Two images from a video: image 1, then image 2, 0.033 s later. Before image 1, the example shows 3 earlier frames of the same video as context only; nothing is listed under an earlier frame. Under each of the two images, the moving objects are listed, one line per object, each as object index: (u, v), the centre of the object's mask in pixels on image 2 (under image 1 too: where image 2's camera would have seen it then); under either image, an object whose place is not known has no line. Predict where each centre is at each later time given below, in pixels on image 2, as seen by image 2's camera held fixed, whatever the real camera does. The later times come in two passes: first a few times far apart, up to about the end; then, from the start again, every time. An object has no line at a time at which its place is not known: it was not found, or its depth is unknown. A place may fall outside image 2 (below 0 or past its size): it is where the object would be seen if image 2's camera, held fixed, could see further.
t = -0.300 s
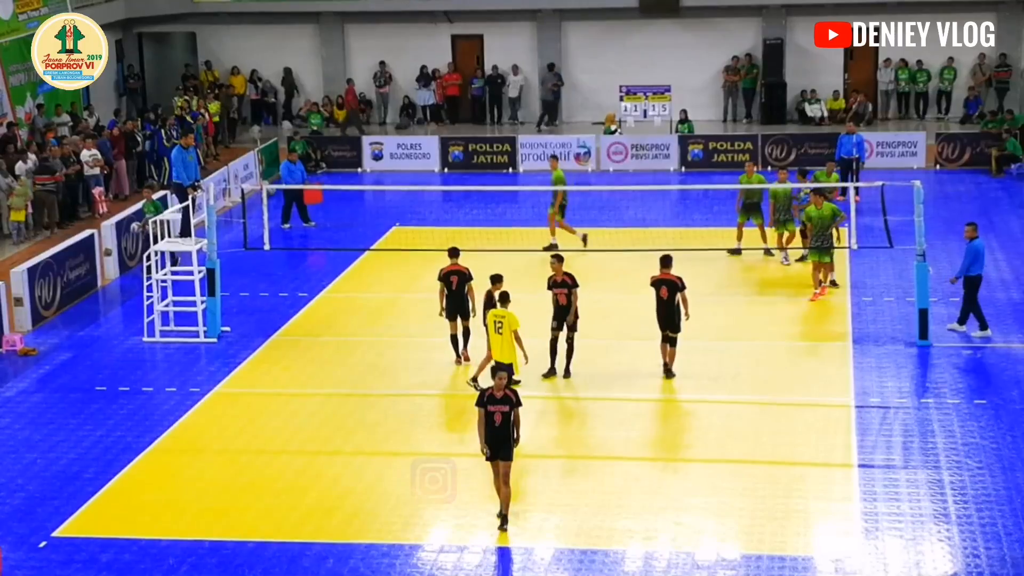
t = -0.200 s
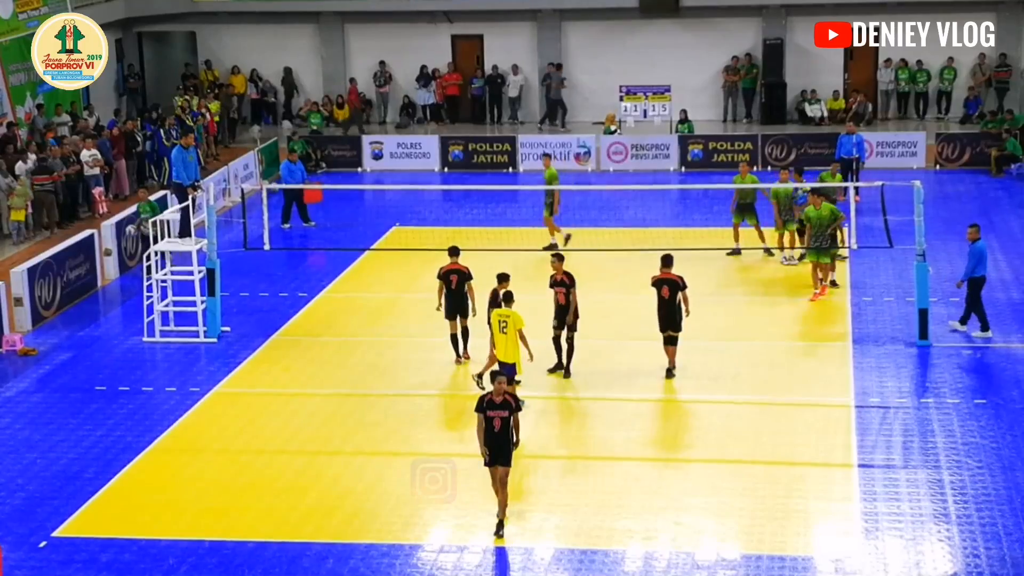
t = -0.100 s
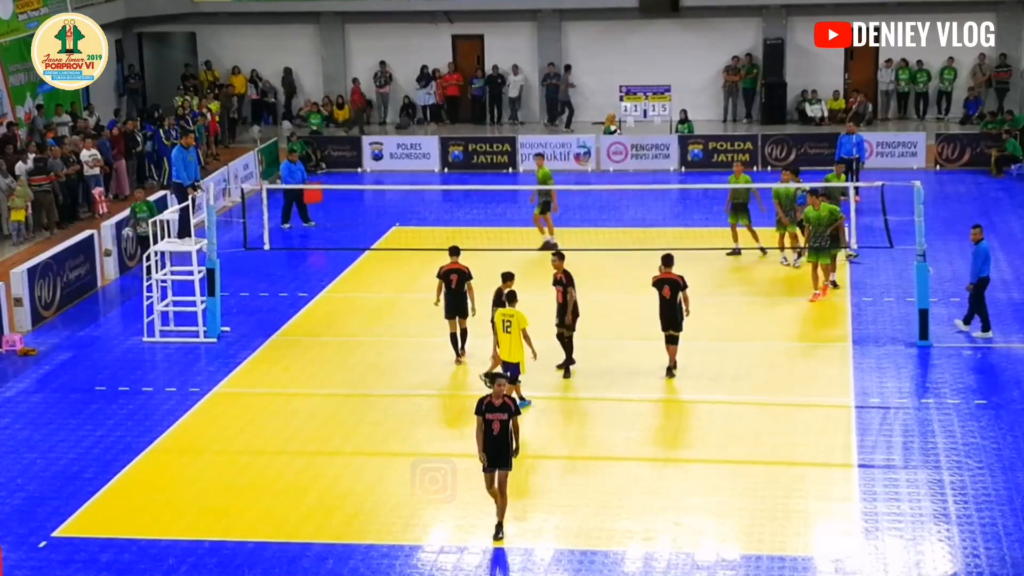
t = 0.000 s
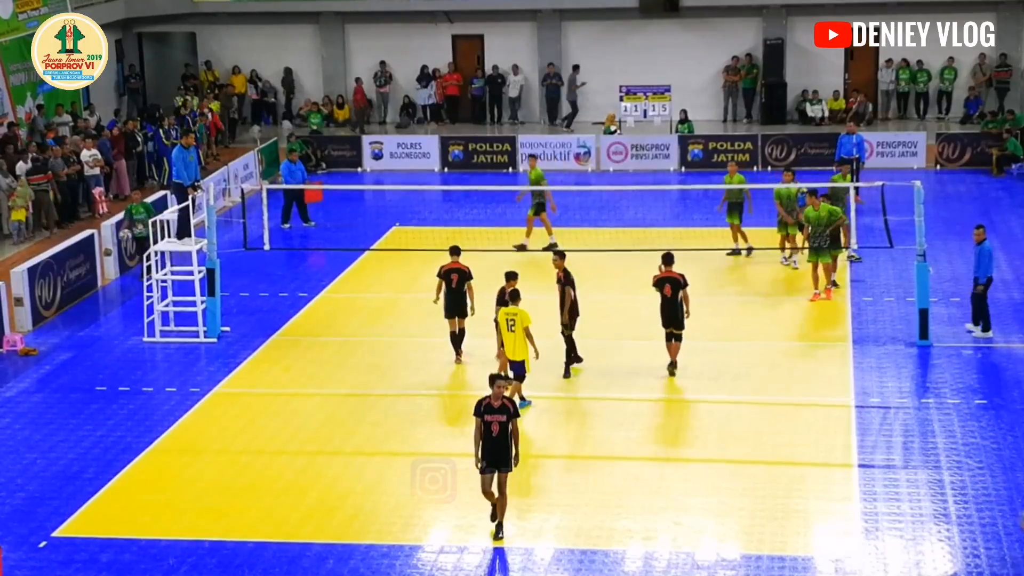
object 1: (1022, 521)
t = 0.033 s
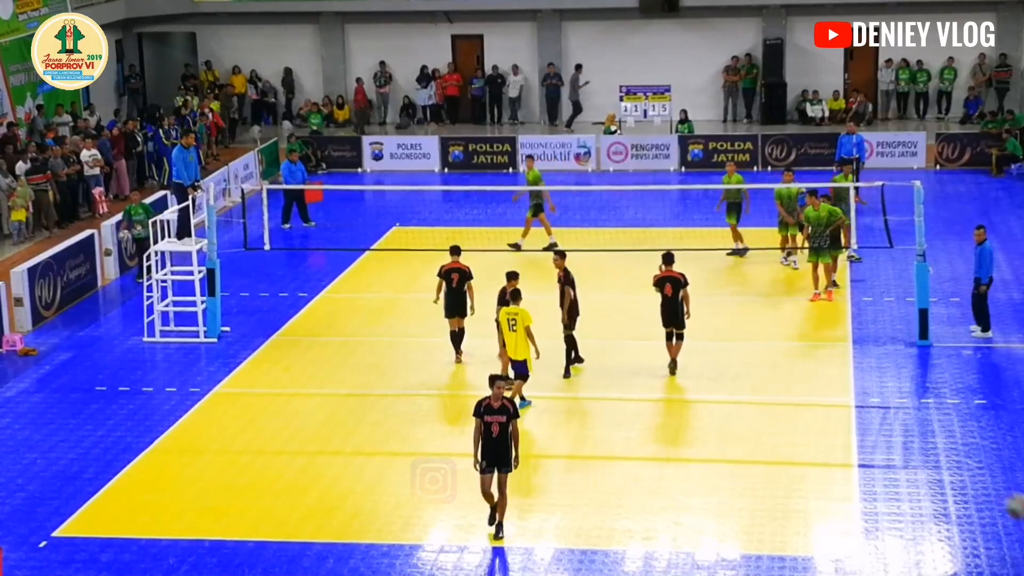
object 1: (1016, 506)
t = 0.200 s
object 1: (949, 448)
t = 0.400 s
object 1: (868, 423)
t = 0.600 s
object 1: (795, 445)
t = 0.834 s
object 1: (719, 520)
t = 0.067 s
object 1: (1005, 492)
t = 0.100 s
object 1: (991, 479)
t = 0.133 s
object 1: (977, 467)
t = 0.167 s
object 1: (963, 457)
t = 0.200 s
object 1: (949, 448)
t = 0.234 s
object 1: (934, 440)
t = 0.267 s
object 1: (921, 435)
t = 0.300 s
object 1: (908, 430)
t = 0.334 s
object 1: (895, 427)
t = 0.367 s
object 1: (882, 425)
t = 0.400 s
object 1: (868, 423)
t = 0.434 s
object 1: (856, 424)
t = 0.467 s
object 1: (843, 426)
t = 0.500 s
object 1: (830, 429)
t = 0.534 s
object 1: (819, 432)
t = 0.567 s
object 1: (807, 438)
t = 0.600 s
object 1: (795, 445)
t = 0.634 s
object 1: (783, 452)
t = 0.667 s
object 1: (772, 461)
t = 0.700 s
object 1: (761, 470)
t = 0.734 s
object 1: (751, 481)
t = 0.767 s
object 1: (740, 493)
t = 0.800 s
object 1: (730, 505)
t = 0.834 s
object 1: (719, 520)
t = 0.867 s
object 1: (710, 535)
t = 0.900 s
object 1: (700, 550)
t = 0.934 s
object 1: (691, 567)
